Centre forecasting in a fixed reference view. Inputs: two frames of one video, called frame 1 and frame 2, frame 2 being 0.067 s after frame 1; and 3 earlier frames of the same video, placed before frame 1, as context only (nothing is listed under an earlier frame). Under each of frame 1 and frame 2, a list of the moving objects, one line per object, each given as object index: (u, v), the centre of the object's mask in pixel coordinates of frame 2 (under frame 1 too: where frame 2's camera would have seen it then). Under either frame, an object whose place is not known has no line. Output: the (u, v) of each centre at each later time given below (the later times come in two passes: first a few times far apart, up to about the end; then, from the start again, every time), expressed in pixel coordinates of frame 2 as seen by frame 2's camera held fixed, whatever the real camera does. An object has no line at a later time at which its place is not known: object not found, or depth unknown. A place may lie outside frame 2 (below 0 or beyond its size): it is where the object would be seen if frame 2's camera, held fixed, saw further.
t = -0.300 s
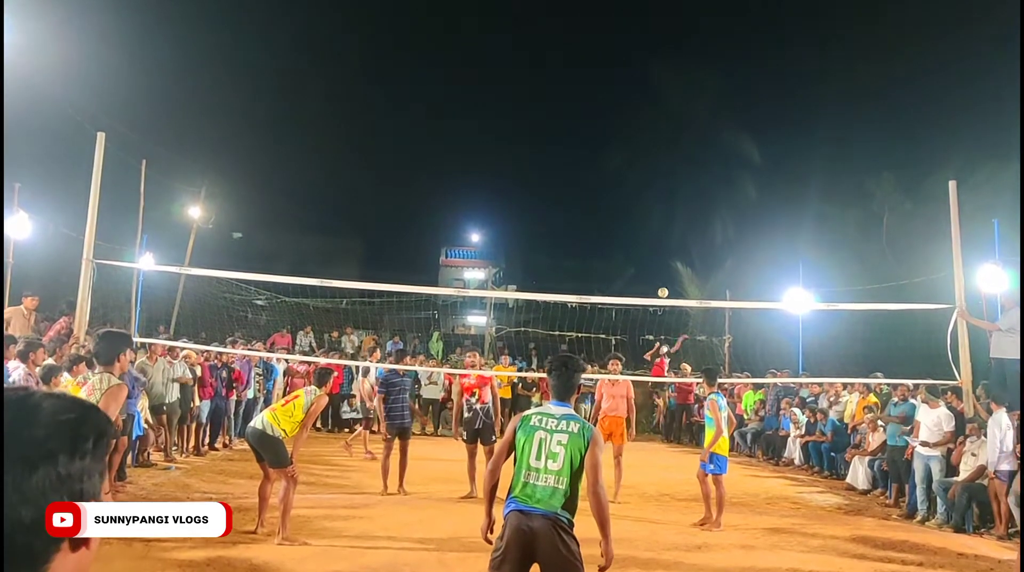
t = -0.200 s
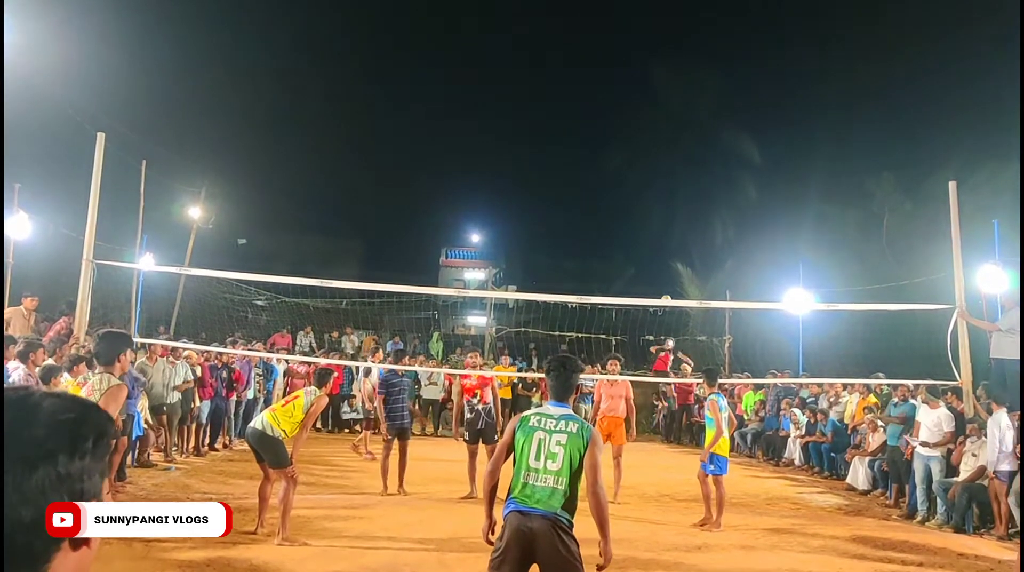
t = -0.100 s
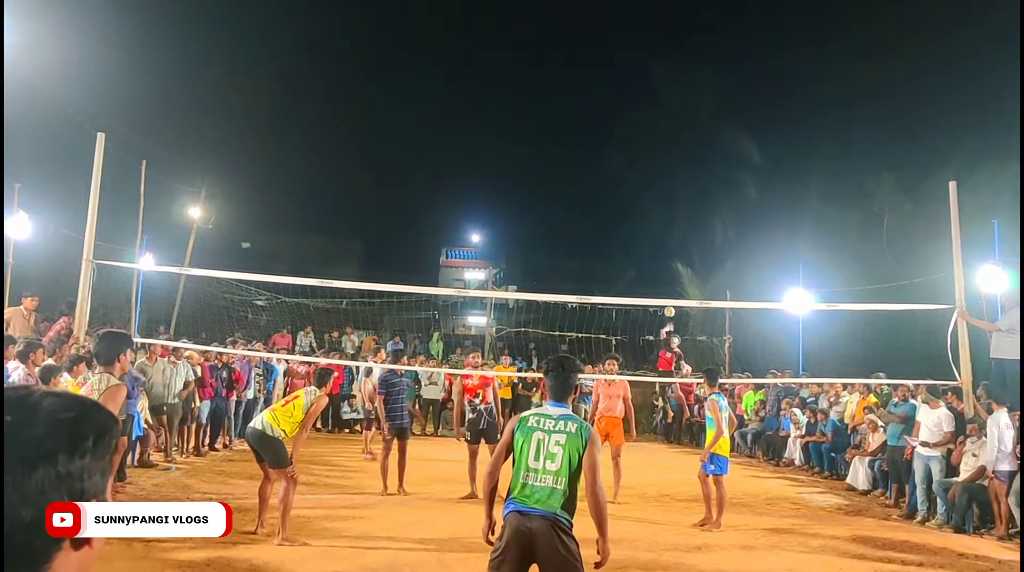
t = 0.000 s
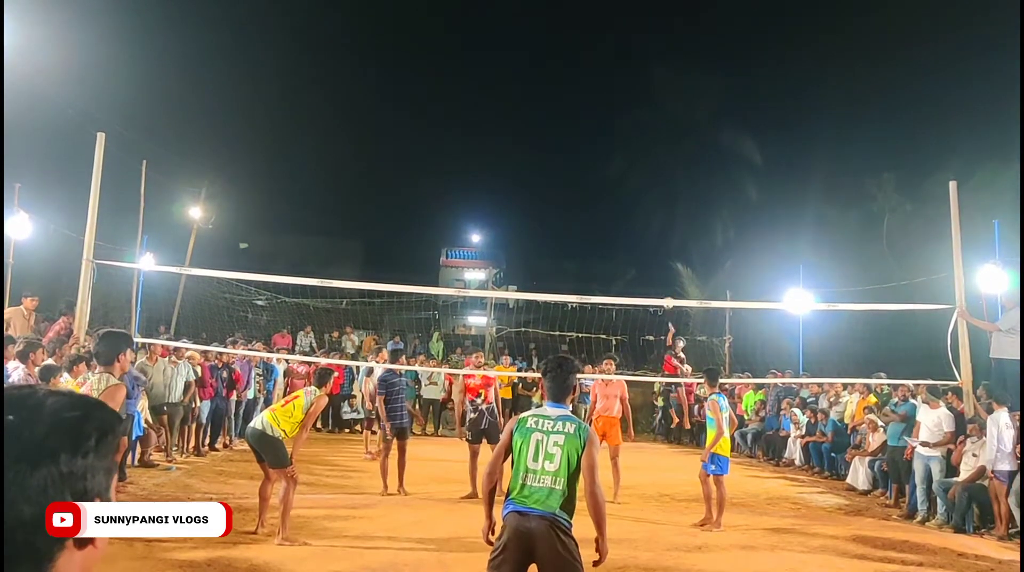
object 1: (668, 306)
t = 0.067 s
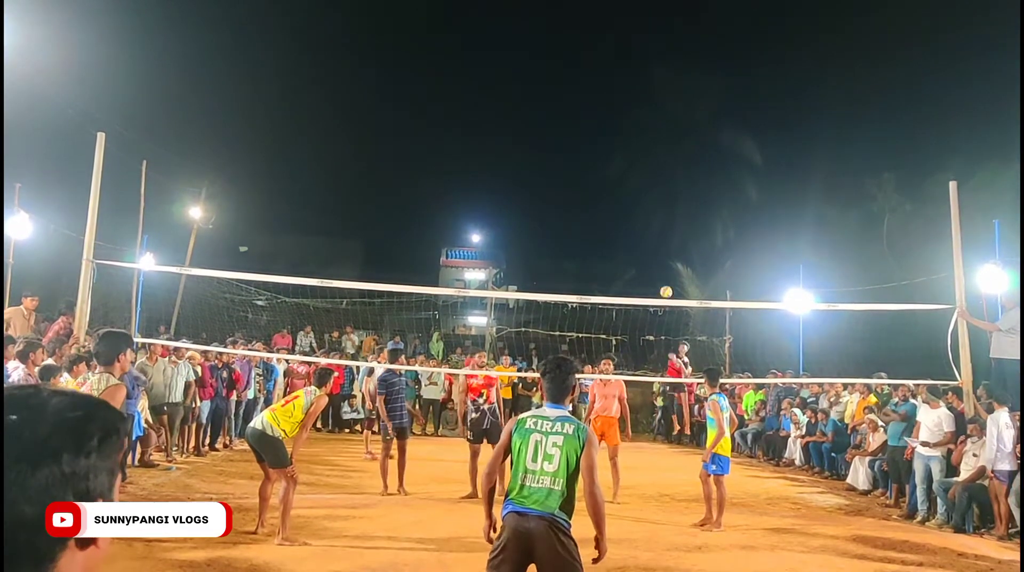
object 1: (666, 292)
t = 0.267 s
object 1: (657, 275)
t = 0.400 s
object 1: (645, 282)
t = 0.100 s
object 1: (665, 287)
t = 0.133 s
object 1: (664, 283)
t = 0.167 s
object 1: (662, 280)
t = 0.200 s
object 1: (661, 277)
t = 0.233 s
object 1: (659, 275)
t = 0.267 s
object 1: (657, 275)
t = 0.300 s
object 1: (654, 274)
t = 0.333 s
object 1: (652, 276)
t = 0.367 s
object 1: (648, 278)
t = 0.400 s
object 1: (645, 282)
